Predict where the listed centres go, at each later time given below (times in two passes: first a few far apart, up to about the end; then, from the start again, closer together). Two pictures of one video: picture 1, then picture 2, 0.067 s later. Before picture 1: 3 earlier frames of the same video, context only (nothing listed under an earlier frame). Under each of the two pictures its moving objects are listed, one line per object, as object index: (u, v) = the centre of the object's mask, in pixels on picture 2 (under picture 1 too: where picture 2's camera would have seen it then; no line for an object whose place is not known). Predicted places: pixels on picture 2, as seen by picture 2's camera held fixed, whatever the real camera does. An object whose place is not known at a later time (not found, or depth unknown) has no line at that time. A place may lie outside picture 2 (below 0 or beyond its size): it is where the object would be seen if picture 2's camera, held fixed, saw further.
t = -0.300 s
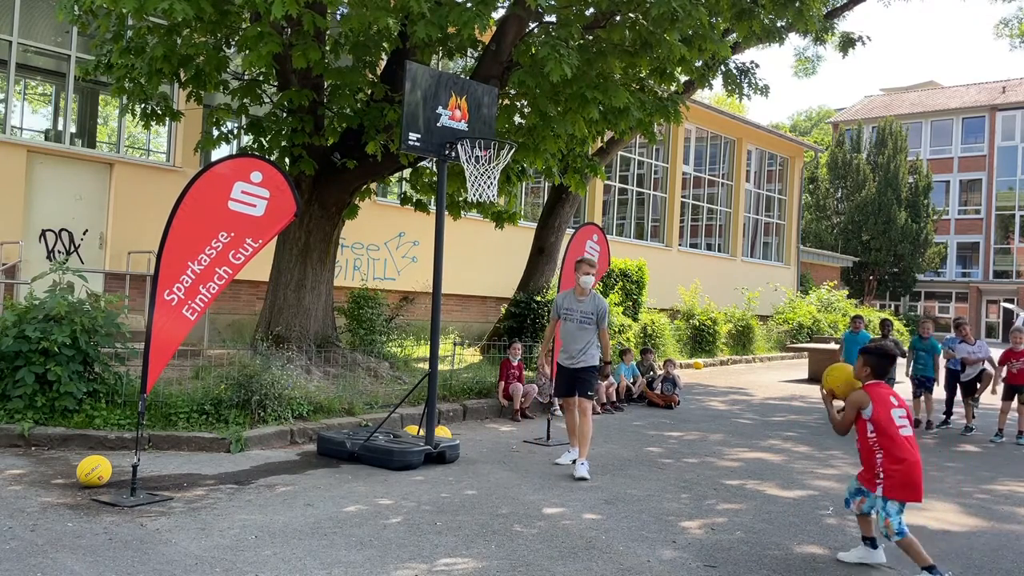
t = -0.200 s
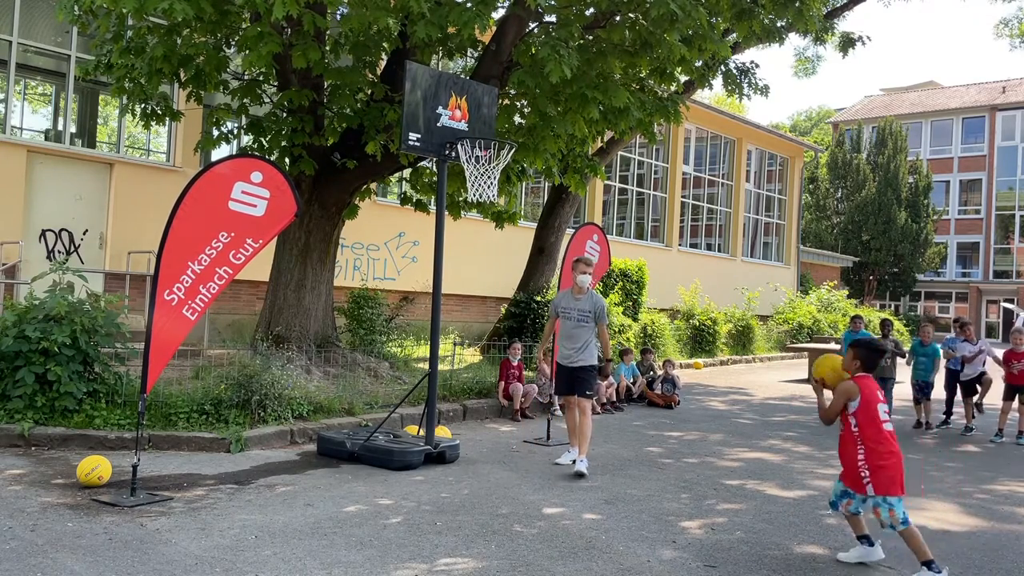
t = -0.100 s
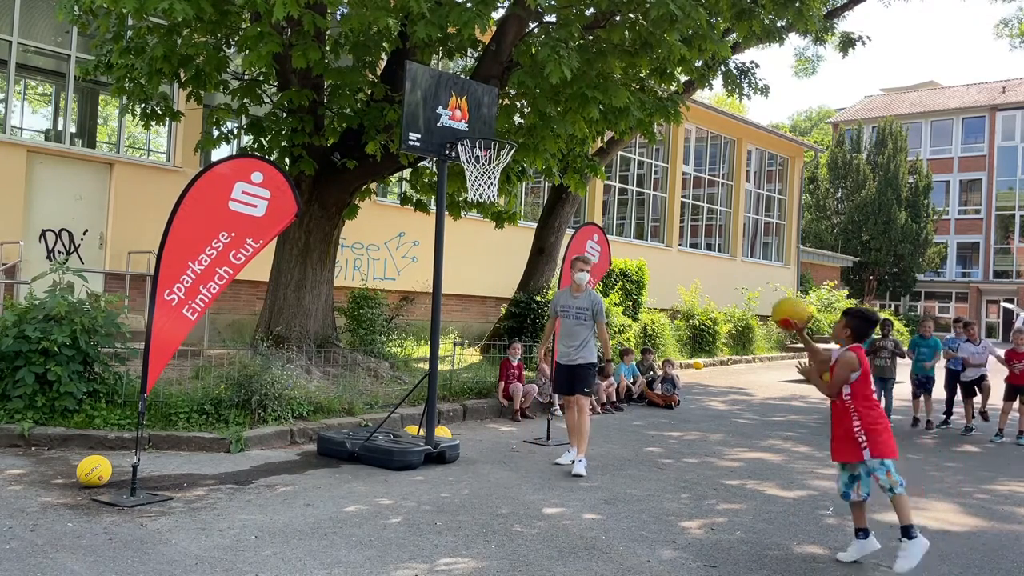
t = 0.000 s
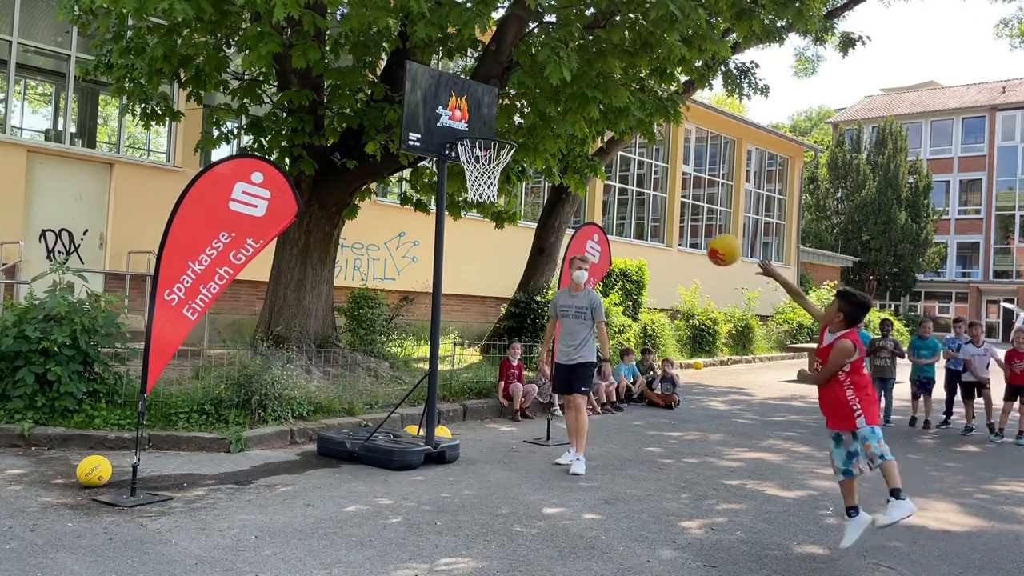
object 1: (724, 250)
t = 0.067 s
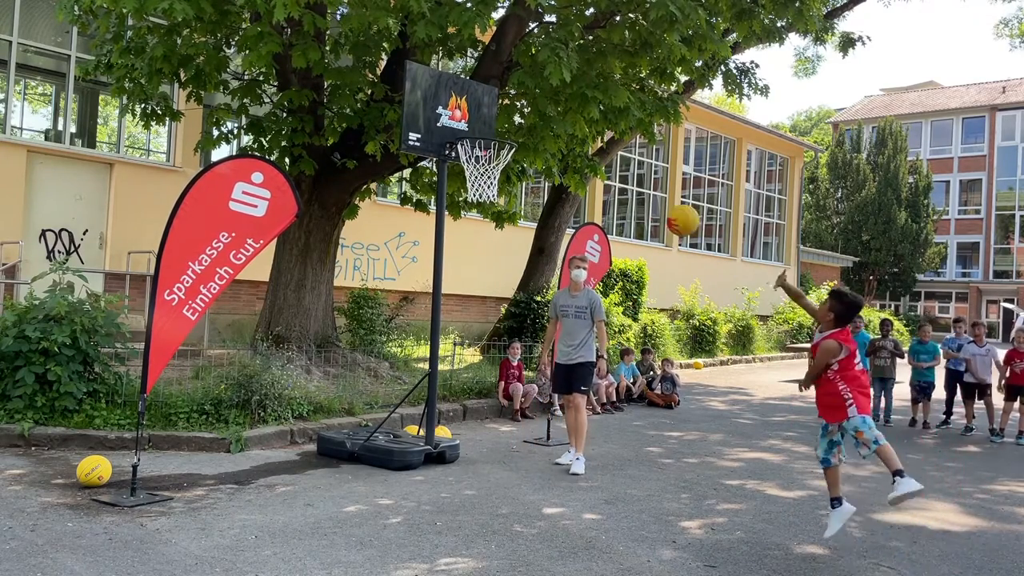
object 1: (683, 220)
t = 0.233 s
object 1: (592, 181)
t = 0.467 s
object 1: (489, 195)
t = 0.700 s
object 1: (488, 249)
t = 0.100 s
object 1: (663, 208)
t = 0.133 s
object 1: (645, 198)
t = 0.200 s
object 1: (609, 185)
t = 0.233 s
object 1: (592, 181)
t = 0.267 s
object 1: (576, 179)
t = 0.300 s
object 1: (560, 178)
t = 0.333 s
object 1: (545, 179)
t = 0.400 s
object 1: (515, 184)
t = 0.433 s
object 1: (501, 190)
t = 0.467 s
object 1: (489, 195)
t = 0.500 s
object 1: (478, 201)
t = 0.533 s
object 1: (467, 208)
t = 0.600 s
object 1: (457, 223)
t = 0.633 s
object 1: (467, 230)
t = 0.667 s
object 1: (478, 239)
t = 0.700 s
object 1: (488, 249)
